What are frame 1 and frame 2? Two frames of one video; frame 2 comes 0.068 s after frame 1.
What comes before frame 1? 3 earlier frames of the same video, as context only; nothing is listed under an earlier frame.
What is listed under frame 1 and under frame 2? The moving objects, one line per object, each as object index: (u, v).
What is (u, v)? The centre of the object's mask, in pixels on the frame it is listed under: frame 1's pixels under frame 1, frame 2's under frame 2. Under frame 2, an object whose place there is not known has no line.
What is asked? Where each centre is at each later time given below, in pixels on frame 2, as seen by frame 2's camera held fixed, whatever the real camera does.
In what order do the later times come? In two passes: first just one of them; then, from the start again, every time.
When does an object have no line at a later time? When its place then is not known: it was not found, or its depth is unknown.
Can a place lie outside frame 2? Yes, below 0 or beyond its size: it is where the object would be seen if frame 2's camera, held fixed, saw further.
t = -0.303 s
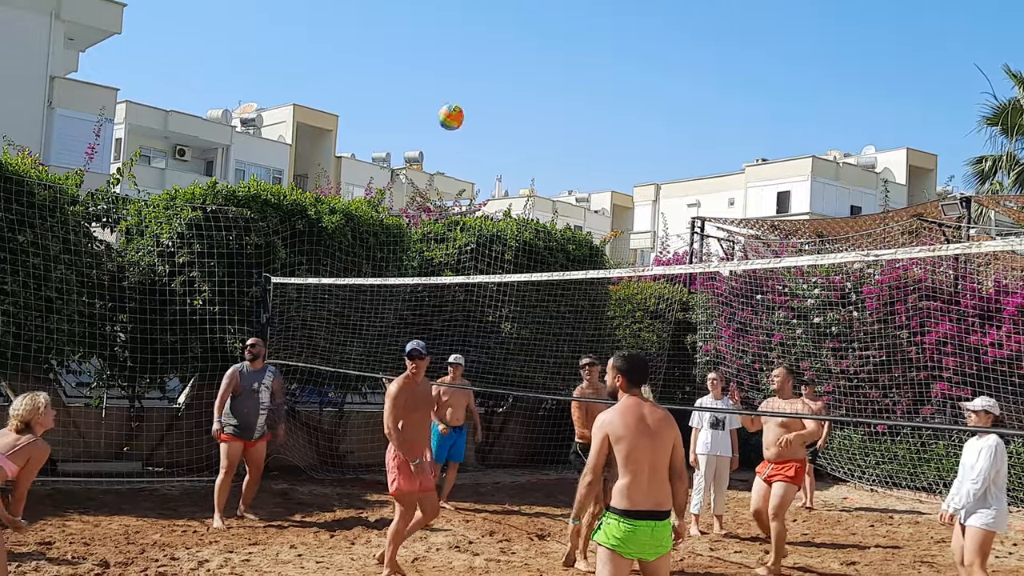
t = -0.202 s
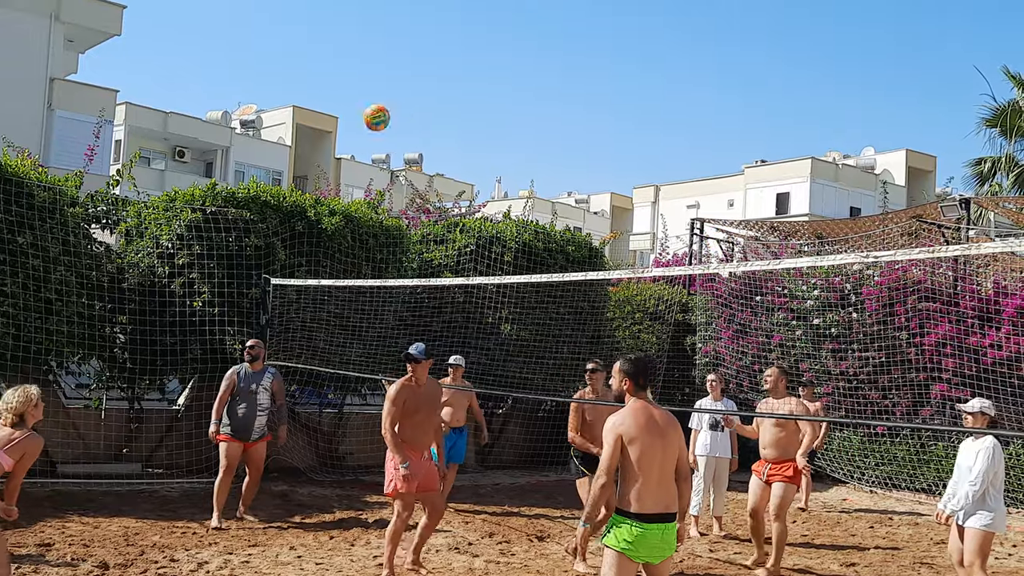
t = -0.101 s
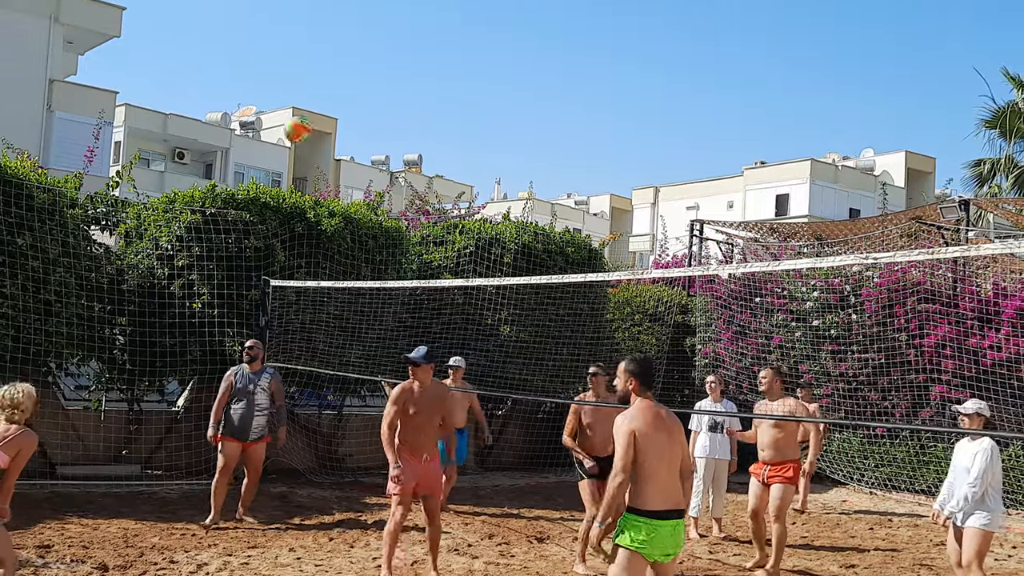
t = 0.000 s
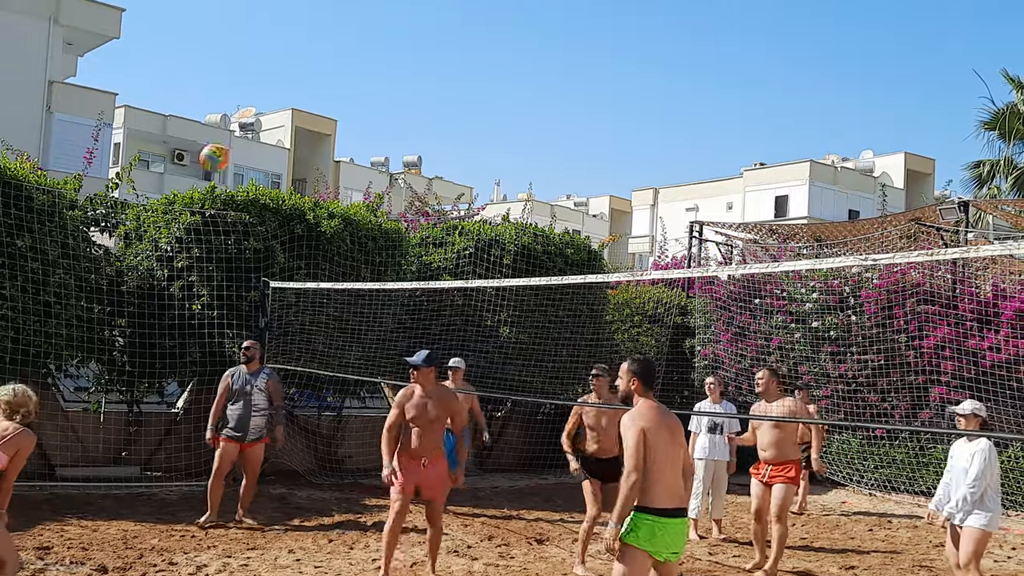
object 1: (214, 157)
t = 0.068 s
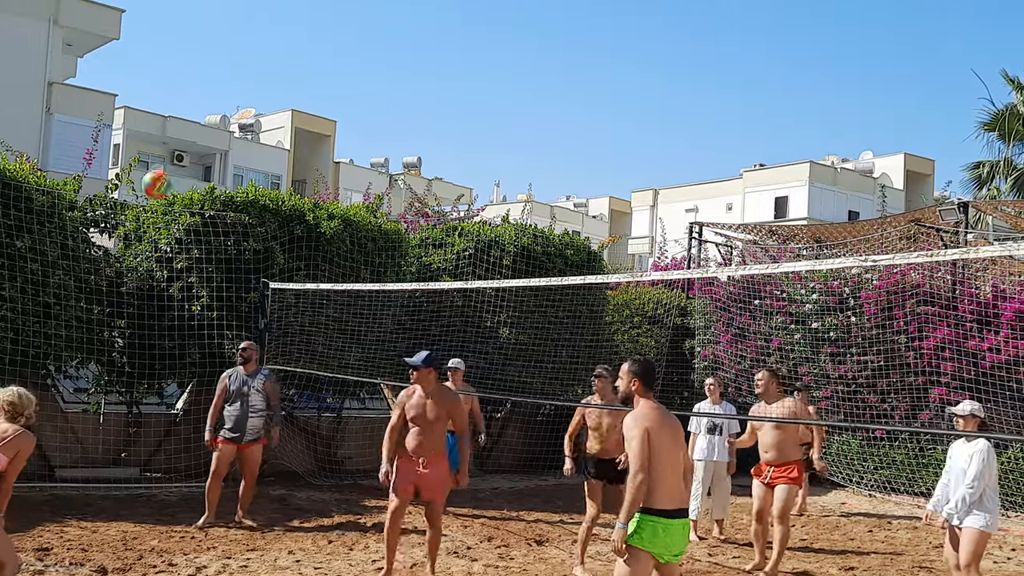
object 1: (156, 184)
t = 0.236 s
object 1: (8, 282)
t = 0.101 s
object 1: (126, 199)
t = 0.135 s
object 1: (96, 217)
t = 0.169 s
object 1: (65, 236)
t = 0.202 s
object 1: (34, 258)
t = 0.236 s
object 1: (8, 282)
